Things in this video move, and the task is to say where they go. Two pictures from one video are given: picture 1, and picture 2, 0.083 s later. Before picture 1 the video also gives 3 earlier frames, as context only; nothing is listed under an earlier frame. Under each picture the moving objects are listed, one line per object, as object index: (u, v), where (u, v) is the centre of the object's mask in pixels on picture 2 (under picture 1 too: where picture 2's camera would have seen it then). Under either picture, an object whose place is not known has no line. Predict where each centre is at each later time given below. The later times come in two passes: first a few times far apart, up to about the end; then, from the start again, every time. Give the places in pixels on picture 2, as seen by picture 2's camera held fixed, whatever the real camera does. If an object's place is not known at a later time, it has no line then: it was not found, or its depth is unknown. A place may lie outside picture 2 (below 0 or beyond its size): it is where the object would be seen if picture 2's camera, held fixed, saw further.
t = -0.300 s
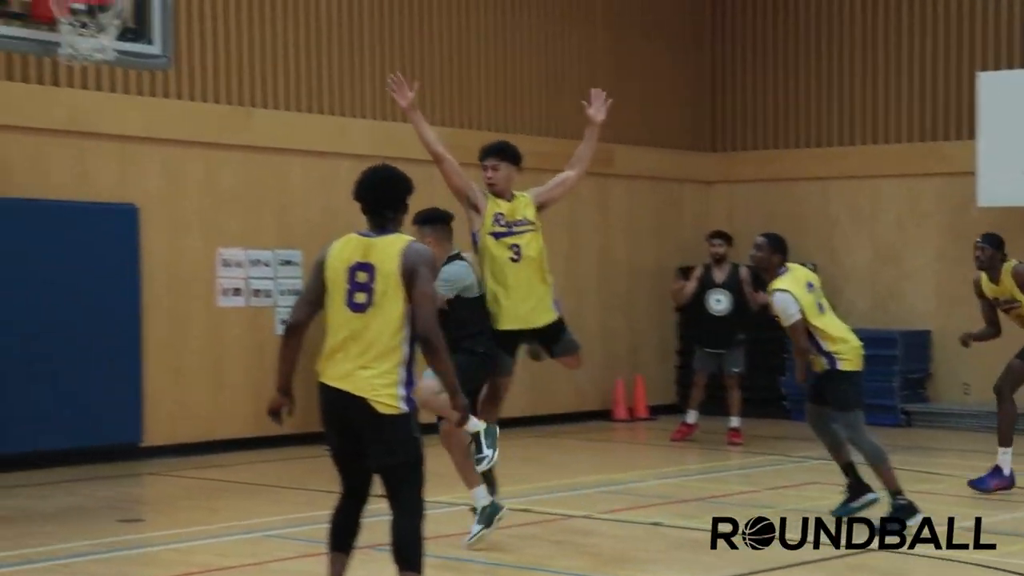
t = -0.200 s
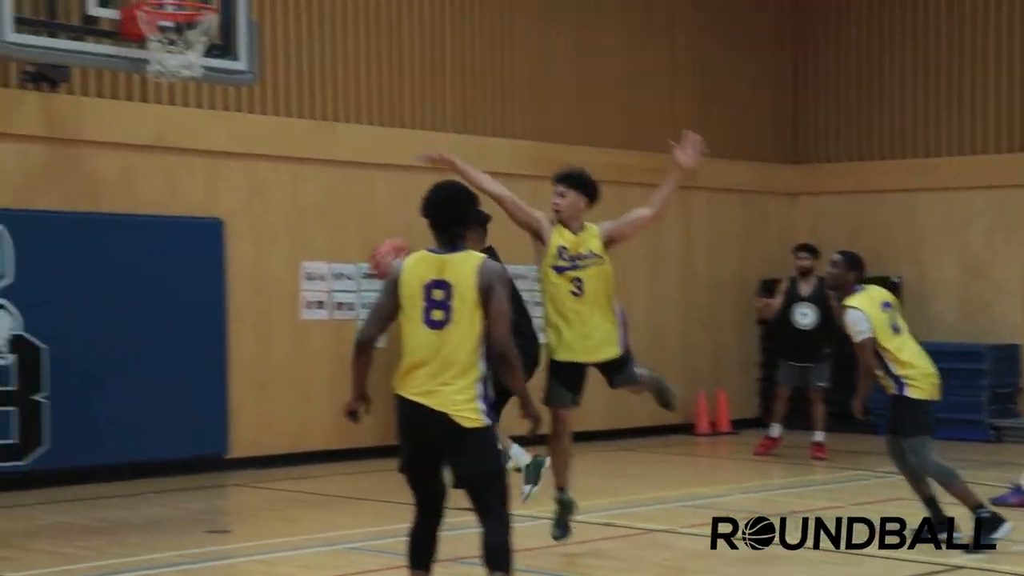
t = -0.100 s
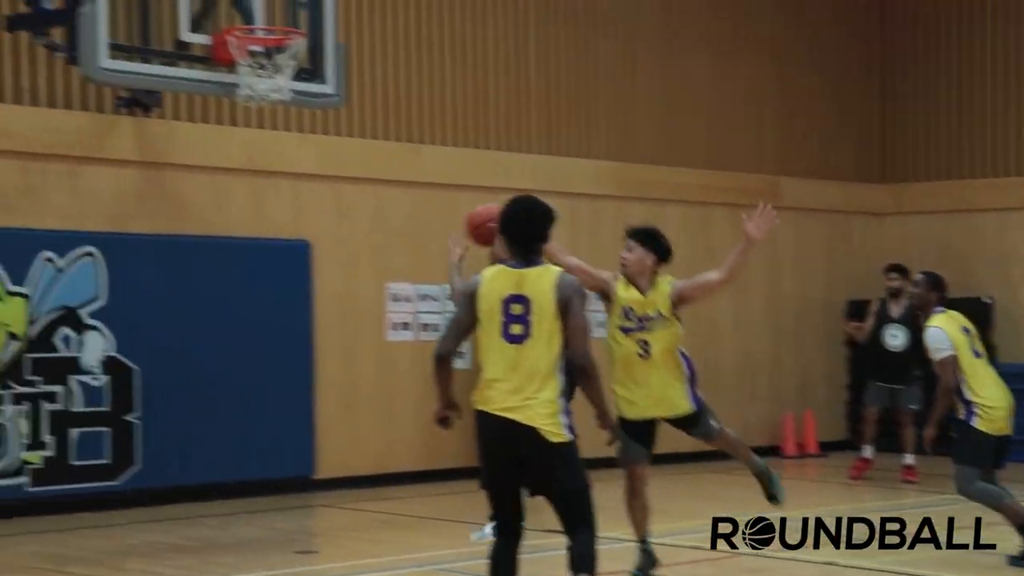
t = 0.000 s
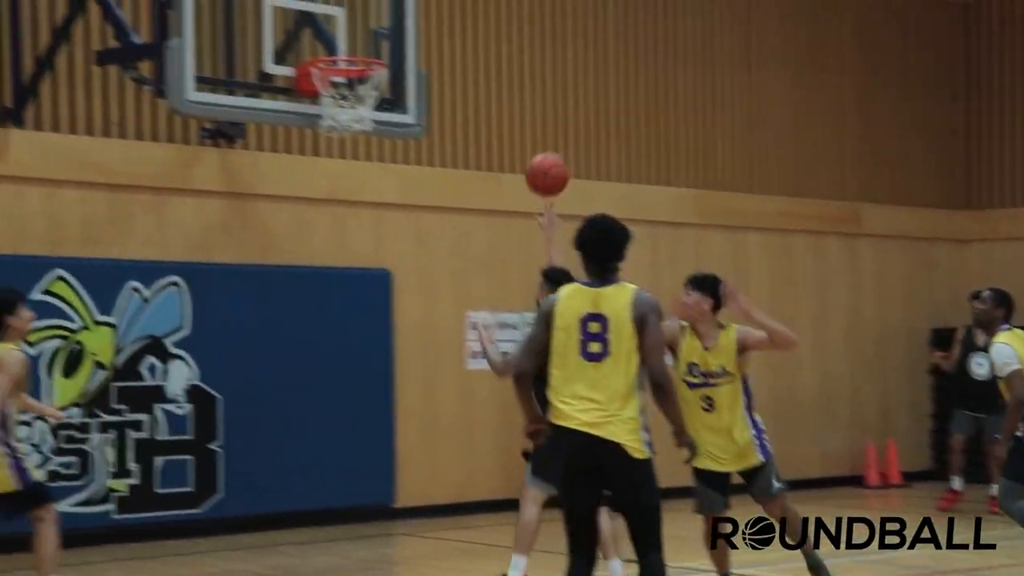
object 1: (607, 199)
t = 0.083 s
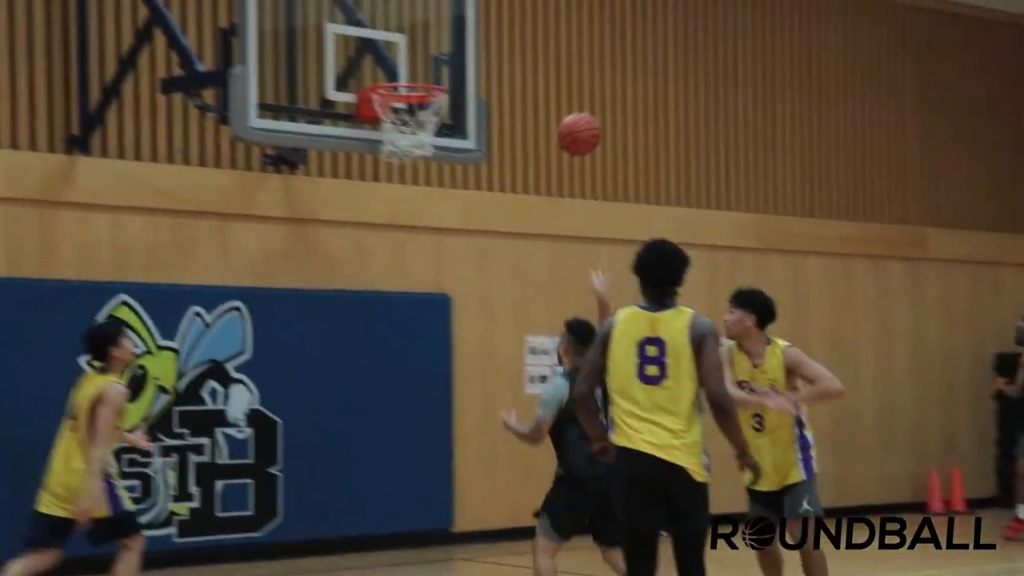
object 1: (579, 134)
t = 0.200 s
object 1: (542, 67)
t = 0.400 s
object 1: (484, 9)
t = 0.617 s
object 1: (424, 23)
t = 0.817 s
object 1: (385, 60)
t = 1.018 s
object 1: (400, 44)
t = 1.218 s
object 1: (415, 78)
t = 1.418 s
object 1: (423, 187)
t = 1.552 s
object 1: (425, 279)
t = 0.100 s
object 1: (574, 123)
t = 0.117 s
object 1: (568, 112)
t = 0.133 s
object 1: (563, 102)
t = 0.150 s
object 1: (558, 92)
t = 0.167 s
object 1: (552, 83)
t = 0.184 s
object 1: (547, 74)
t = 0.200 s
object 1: (542, 67)
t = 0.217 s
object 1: (537, 59)
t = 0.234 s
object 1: (532, 52)
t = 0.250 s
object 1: (527, 46)
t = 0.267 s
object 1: (522, 40)
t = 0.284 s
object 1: (517, 34)
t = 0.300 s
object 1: (513, 29)
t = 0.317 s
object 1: (508, 24)
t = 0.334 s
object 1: (503, 20)
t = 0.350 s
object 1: (498, 16)
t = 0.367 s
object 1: (493, 14)
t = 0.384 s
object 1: (489, 11)
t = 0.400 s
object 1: (484, 9)
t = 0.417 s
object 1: (479, 7)
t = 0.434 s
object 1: (475, 6)
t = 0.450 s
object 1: (470, 5)
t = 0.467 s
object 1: (465, 5)
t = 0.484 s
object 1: (460, 5)
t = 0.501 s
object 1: (456, 6)
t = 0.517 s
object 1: (451, 7)
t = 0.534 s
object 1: (447, 9)
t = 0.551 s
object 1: (442, 10)
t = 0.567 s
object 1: (438, 13)
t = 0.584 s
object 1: (433, 16)
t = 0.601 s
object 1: (429, 19)
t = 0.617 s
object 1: (424, 23)
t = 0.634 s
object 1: (420, 27)
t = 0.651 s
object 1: (415, 32)
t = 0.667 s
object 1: (410, 37)
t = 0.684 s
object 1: (406, 42)
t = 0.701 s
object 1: (401, 48)
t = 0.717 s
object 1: (397, 55)
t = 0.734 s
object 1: (392, 61)
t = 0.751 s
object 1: (388, 67)
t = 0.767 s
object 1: (384, 71)
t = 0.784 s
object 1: (383, 68)
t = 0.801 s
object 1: (384, 65)
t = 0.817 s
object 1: (385, 60)
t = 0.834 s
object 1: (386, 57)
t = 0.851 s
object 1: (388, 54)
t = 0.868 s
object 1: (389, 51)
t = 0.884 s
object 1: (390, 48)
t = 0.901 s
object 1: (391, 46)
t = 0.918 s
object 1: (392, 45)
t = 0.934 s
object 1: (394, 43)
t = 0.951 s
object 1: (395, 43)
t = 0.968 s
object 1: (396, 42)
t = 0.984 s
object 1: (397, 42)
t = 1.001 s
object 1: (399, 43)
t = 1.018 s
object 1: (400, 44)
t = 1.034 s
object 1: (401, 46)
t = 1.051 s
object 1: (403, 47)
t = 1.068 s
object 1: (404, 50)
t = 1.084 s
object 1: (404, 53)
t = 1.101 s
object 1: (406, 56)
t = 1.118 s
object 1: (407, 60)
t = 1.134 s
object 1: (408, 63)
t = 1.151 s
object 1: (410, 67)
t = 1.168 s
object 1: (411, 70)
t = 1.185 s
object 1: (413, 73)
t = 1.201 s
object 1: (414, 76)
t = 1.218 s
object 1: (415, 78)
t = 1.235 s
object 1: (416, 99)
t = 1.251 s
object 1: (417, 103)
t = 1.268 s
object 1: (418, 108)
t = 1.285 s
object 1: (421, 120)
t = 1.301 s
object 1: (420, 130)
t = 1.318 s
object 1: (421, 137)
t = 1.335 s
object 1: (421, 145)
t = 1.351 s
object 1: (420, 158)
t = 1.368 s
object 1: (420, 161)
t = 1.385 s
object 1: (421, 169)
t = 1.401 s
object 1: (422, 177)
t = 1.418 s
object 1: (423, 187)
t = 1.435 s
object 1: (425, 198)
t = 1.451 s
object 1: (424, 208)
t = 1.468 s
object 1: (424, 218)
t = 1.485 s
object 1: (424, 229)
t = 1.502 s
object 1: (425, 241)
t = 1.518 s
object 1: (426, 254)
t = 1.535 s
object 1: (426, 266)
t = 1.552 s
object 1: (425, 279)
